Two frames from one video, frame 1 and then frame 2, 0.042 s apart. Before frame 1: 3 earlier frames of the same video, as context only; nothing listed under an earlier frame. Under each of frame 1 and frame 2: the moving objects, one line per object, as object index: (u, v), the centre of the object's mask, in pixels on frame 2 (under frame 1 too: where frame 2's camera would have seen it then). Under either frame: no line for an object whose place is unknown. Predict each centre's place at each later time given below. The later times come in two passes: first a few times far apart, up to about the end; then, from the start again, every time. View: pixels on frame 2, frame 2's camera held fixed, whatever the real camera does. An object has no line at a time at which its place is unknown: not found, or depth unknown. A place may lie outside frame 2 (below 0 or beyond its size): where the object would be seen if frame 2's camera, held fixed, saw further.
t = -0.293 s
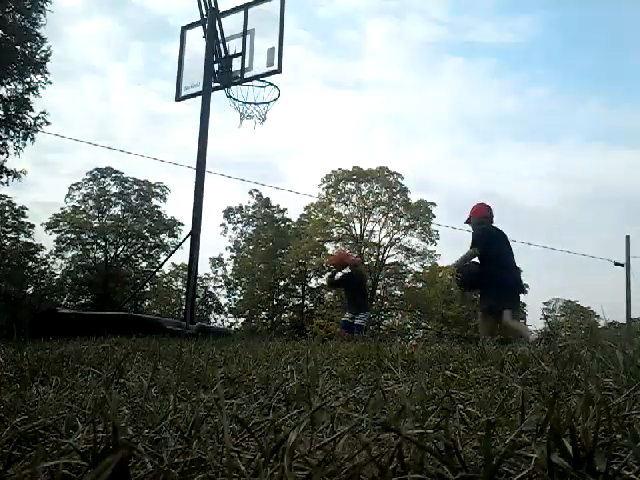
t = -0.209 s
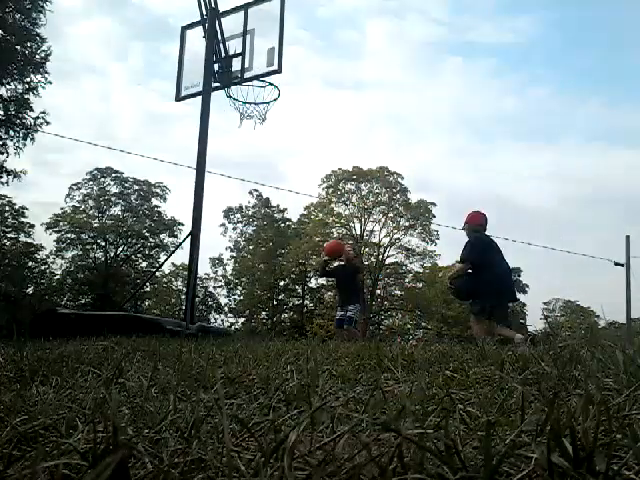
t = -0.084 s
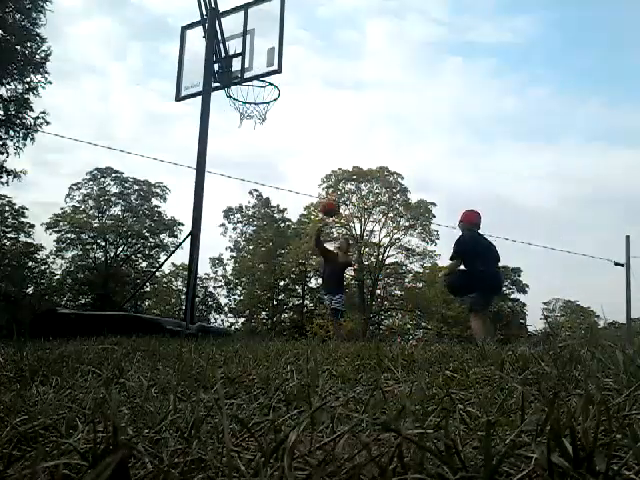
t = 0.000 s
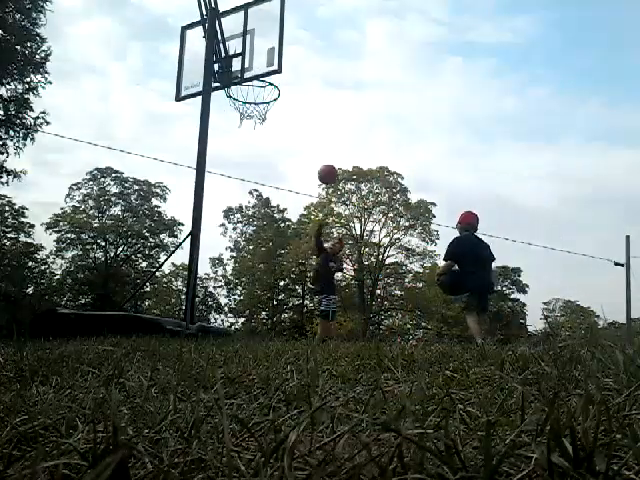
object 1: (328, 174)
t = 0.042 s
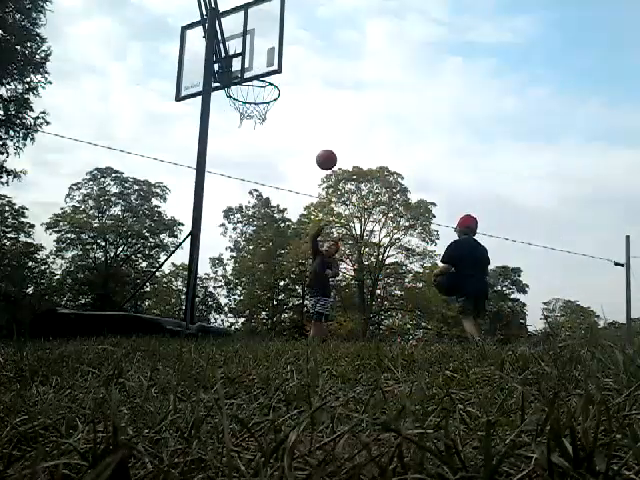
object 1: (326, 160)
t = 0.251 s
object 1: (316, 102)
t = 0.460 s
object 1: (299, 73)
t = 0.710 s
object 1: (291, 72)
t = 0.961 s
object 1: (308, 113)
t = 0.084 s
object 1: (325, 146)
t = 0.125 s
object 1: (323, 133)
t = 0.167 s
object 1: (321, 121)
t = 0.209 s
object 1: (318, 111)
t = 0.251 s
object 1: (316, 102)
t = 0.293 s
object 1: (313, 93)
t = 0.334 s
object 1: (310, 86)
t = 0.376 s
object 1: (307, 81)
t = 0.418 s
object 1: (303, 76)
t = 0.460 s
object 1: (299, 73)
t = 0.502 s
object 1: (295, 72)
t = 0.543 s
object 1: (291, 72)
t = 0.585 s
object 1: (287, 74)
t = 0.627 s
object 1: (286, 74)
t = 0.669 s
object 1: (289, 72)
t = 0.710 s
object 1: (291, 72)
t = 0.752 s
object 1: (294, 73)
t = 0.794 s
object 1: (297, 76)
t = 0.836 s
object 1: (300, 82)
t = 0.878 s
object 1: (303, 90)
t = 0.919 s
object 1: (306, 100)
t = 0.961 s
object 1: (308, 113)
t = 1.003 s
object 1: (310, 128)
